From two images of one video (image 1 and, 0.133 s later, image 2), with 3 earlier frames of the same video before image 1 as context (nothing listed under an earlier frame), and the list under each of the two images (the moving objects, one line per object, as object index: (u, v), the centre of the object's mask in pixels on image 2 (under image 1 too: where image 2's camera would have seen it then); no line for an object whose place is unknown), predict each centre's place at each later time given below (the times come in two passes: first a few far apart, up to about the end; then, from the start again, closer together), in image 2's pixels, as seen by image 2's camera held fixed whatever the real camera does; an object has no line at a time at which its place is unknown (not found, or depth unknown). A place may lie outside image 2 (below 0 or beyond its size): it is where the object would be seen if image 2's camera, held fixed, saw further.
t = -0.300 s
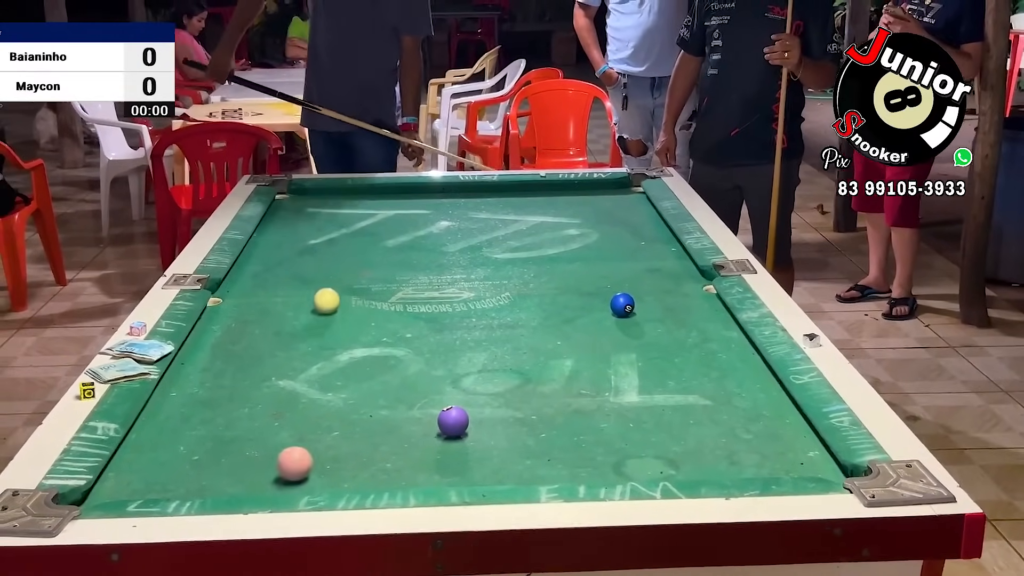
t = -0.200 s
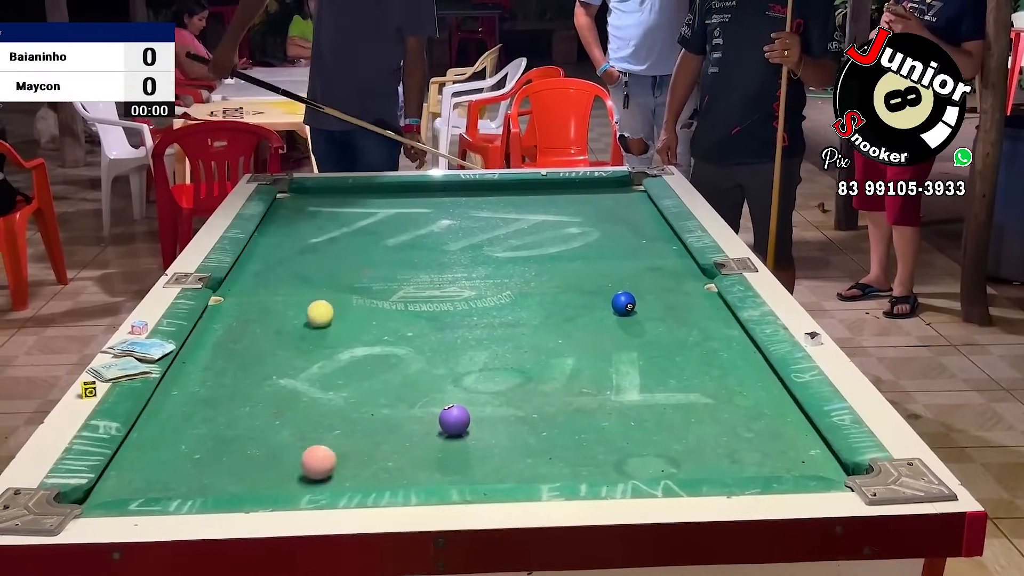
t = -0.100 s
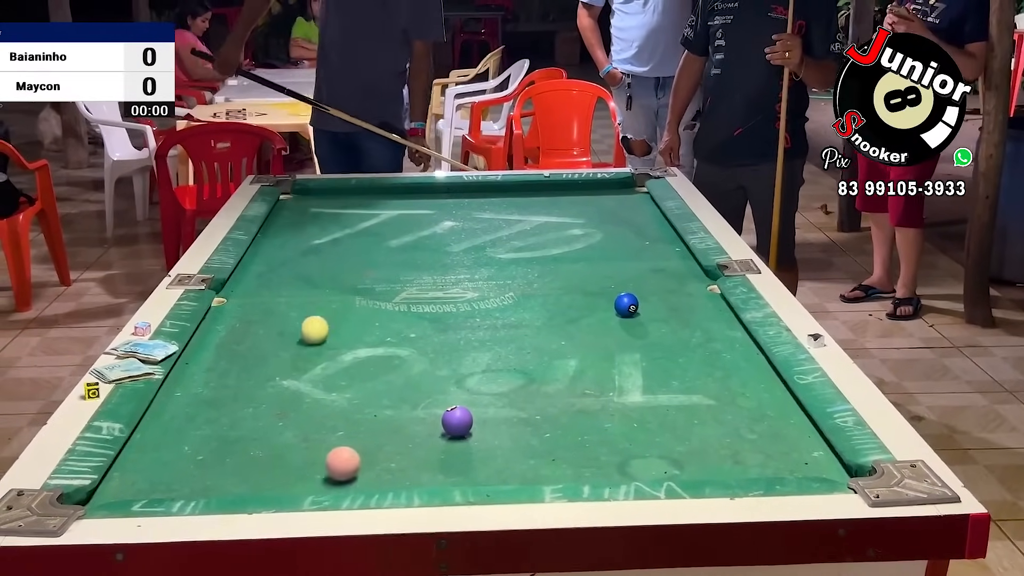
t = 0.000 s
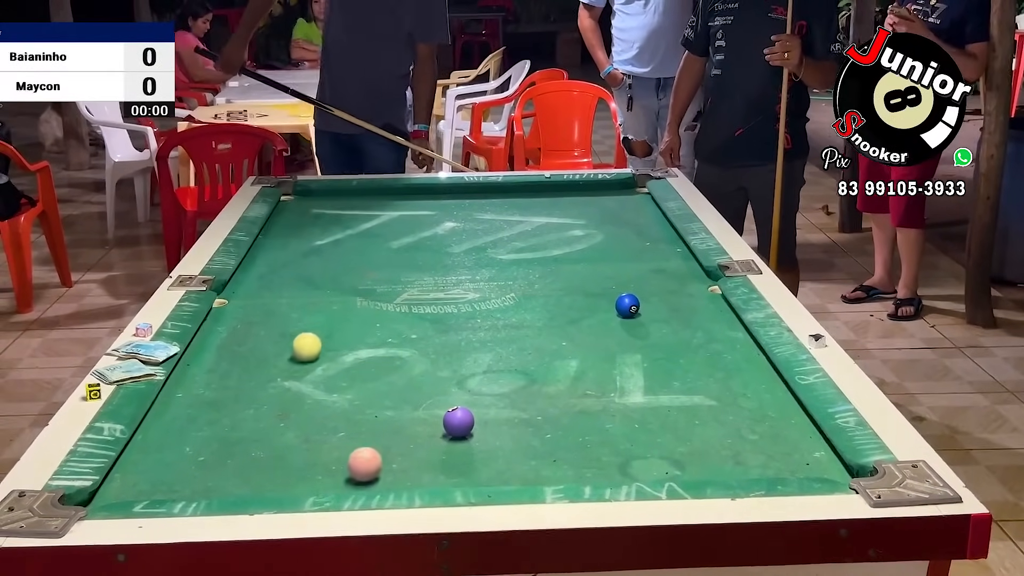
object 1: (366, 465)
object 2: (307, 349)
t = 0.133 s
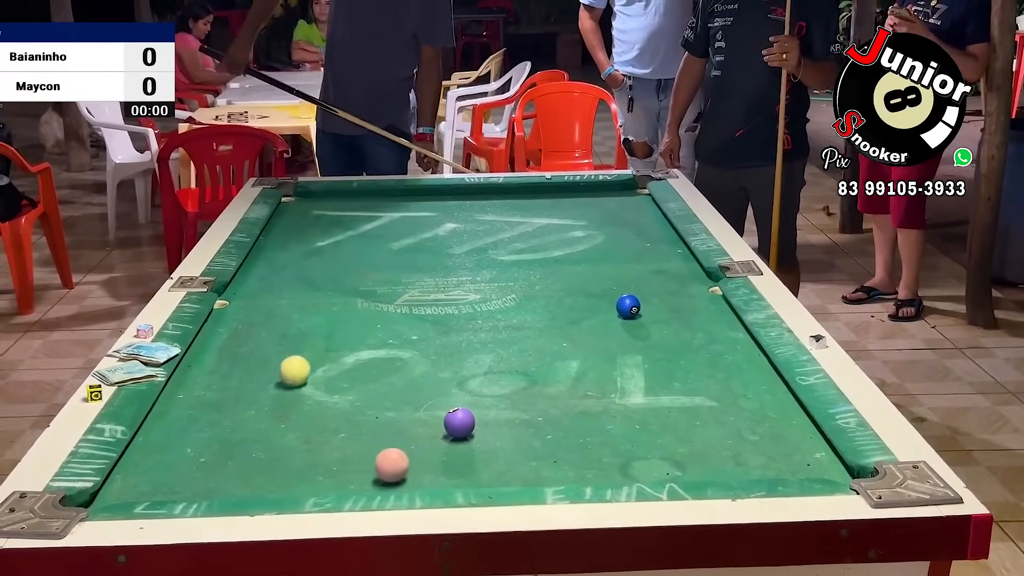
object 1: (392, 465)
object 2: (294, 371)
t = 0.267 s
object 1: (416, 466)
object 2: (280, 397)
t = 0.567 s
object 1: (465, 466)
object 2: (244, 462)
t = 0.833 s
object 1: (503, 467)
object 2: (228, 476)
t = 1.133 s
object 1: (538, 468)
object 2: (236, 435)
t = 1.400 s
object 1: (563, 468)
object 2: (241, 406)
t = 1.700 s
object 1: (583, 468)
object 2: (247, 379)
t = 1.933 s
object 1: (594, 468)
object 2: (250, 362)
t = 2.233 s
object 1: (601, 468)
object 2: (254, 343)
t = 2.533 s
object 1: (601, 468)
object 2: (256, 328)
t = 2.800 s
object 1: (601, 468)
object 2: (258, 317)
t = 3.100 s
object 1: (601, 468)
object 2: (259, 307)
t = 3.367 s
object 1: (601, 468)
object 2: (259, 300)
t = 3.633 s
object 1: (600, 468)
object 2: (258, 295)
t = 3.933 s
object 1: (601, 468)
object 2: (258, 290)
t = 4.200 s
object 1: (600, 468)
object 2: (258, 288)
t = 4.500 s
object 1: (600, 468)
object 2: (259, 286)
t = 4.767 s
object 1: (600, 468)
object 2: (259, 286)
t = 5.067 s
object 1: (600, 468)
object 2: (259, 286)
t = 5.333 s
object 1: (600, 468)
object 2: (259, 286)
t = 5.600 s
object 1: (600, 468)
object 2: (259, 286)
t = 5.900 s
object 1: (600, 468)
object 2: (259, 286)
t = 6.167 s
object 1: (600, 468)
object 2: (259, 286)
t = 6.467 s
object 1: (600, 467)
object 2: (259, 287)
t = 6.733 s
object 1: (600, 467)
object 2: (259, 287)
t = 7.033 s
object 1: (601, 467)
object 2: (259, 287)
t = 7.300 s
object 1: (601, 467)
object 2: (259, 287)
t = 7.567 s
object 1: (601, 467)
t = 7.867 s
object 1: (601, 468)
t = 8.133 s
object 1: (601, 468)
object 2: (258, 286)
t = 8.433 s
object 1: (601, 468)
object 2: (258, 287)
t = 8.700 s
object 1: (601, 468)
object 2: (258, 286)
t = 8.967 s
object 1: (601, 467)
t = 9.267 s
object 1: (601, 468)
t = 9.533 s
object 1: (601, 467)
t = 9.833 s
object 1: (602, 468)
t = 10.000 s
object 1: (602, 468)
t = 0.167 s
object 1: (398, 466)
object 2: (291, 377)
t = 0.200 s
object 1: (404, 465)
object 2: (287, 384)
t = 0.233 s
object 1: (410, 465)
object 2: (284, 390)
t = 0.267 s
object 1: (416, 466)
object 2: (280, 397)
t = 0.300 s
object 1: (422, 465)
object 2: (277, 403)
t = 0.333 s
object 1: (428, 466)
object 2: (273, 410)
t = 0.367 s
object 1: (433, 466)
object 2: (269, 417)
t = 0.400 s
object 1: (439, 466)
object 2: (265, 424)
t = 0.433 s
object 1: (444, 466)
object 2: (261, 431)
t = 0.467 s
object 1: (450, 466)
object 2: (256, 439)
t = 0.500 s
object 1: (455, 466)
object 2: (252, 447)
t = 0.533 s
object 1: (460, 466)
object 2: (248, 454)
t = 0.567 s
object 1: (465, 466)
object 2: (244, 462)
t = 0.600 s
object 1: (470, 466)
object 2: (239, 471)
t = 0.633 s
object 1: (475, 466)
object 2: (234, 478)
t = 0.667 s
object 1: (480, 466)
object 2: (230, 483)
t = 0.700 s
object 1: (485, 467)
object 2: (225, 488)
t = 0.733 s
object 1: (490, 467)
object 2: (225, 487)
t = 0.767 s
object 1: (494, 466)
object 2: (226, 483)
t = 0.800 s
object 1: (499, 467)
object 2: (227, 481)
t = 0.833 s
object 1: (503, 467)
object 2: (228, 476)
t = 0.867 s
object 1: (507, 467)
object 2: (229, 471)
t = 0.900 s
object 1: (512, 467)
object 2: (230, 466)
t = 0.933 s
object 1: (515, 467)
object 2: (231, 461)
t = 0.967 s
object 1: (520, 467)
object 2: (231, 457)
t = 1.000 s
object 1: (523, 467)
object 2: (232, 452)
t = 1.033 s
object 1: (527, 468)
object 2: (233, 448)
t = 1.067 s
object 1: (531, 467)
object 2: (234, 444)
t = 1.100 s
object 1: (535, 468)
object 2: (235, 440)
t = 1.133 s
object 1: (538, 468)
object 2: (236, 435)
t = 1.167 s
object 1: (541, 468)
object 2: (236, 431)
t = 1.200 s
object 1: (545, 468)
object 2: (237, 427)
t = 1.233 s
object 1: (548, 468)
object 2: (238, 424)
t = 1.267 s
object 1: (551, 468)
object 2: (238, 420)
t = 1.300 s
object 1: (554, 468)
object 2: (239, 416)
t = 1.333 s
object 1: (557, 468)
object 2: (240, 412)
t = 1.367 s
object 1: (560, 468)
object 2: (241, 409)
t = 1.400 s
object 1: (563, 468)
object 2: (241, 406)
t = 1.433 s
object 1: (565, 468)
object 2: (242, 402)
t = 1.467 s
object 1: (568, 468)
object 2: (242, 400)
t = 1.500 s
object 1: (570, 468)
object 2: (243, 396)
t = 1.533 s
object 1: (572, 468)
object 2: (243, 393)
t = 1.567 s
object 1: (575, 468)
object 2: (244, 390)
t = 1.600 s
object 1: (577, 468)
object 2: (245, 387)
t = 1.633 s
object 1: (579, 468)
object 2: (245, 385)
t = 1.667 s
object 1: (581, 468)
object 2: (246, 382)
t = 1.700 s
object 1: (583, 468)
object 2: (247, 379)
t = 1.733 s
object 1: (585, 468)
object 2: (247, 376)
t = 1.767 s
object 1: (587, 468)
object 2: (248, 374)
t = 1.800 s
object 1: (588, 468)
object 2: (248, 371)
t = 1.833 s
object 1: (590, 468)
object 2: (249, 369)
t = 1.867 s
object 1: (592, 468)
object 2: (249, 366)
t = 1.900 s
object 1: (593, 468)
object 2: (250, 364)
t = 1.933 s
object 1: (594, 468)
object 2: (250, 362)
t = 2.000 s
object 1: (597, 468)
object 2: (251, 357)
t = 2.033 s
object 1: (597, 468)
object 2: (252, 355)
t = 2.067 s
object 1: (598, 468)
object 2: (252, 353)
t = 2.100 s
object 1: (599, 468)
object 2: (252, 351)
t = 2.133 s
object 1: (600, 468)
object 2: (253, 349)
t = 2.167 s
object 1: (600, 468)
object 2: (253, 347)
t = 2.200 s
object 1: (601, 468)
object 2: (253, 345)
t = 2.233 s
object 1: (601, 468)
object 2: (254, 343)
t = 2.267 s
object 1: (602, 468)
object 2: (254, 341)
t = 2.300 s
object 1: (602, 468)
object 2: (254, 340)
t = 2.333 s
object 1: (602, 468)
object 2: (255, 338)
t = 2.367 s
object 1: (602, 468)
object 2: (255, 336)
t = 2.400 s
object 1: (602, 468)
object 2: (255, 334)
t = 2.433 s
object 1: (602, 468)
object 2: (255, 333)
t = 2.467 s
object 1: (601, 468)
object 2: (256, 331)
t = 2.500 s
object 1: (601, 468)
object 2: (256, 330)
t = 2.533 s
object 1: (601, 468)
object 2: (256, 328)
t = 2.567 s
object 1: (601, 468)
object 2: (256, 327)
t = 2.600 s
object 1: (601, 468)
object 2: (257, 325)
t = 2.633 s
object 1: (601, 468)
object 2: (257, 324)
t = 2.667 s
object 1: (601, 468)
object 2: (257, 322)
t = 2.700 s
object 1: (601, 468)
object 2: (257, 321)
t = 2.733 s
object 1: (601, 468)
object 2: (258, 319)
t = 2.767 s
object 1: (601, 468)
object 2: (258, 318)
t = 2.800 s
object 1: (601, 468)
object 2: (258, 317)
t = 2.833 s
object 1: (601, 468)
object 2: (258, 316)
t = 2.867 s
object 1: (600, 468)
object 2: (258, 315)
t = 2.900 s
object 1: (601, 468)
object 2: (258, 313)
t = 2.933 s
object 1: (601, 468)
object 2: (259, 312)
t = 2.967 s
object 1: (601, 468)
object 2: (259, 311)
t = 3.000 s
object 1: (601, 468)
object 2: (259, 310)
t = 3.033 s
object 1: (601, 468)
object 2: (259, 309)
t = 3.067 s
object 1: (601, 468)
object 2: (259, 308)
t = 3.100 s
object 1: (601, 468)
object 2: (259, 307)
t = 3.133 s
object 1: (601, 468)
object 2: (259, 306)
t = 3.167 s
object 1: (601, 468)
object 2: (259, 305)
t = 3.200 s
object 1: (601, 468)
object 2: (259, 304)
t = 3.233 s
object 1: (601, 468)
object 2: (259, 303)
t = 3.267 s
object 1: (600, 468)
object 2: (259, 303)
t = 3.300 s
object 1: (601, 468)
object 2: (259, 302)
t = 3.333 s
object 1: (600, 468)
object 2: (259, 301)
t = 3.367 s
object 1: (601, 468)
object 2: (259, 300)
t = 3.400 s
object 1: (601, 468)
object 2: (259, 299)
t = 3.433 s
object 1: (601, 468)
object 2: (259, 299)
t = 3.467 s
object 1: (601, 468)
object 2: (259, 298)
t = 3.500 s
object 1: (601, 468)
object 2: (259, 297)
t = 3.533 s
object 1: (600, 468)
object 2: (259, 296)
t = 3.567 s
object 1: (601, 468)
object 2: (258, 296)
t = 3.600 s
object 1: (601, 468)
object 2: (258, 295)
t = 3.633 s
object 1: (600, 468)
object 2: (258, 295)
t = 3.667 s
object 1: (600, 468)
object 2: (258, 294)
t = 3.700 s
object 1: (601, 468)
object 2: (258, 294)
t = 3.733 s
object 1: (601, 468)
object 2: (258, 293)
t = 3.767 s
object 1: (601, 468)
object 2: (258, 293)
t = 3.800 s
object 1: (601, 468)
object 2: (258, 292)
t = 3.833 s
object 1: (601, 468)
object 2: (258, 292)
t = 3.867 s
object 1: (601, 468)
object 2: (258, 291)
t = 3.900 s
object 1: (601, 468)
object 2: (258, 291)
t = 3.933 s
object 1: (601, 468)
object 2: (258, 290)
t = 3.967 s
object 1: (600, 468)
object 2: (258, 290)
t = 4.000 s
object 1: (601, 468)
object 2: (258, 290)
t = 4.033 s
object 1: (600, 468)
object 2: (258, 289)
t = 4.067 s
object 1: (600, 468)
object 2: (258, 289)
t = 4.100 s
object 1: (600, 468)
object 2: (258, 289)
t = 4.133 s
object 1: (600, 468)
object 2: (258, 288)
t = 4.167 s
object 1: (600, 468)
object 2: (258, 288)
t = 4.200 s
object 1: (600, 468)
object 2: (258, 288)
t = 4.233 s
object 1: (600, 468)
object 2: (258, 288)
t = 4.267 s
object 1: (600, 468)
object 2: (258, 287)
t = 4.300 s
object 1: (600, 468)
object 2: (258, 287)
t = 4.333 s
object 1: (600, 468)
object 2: (258, 287)
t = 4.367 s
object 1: (601, 468)
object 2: (258, 287)
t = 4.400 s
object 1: (600, 468)
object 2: (258, 287)
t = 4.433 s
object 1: (600, 468)
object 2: (258, 287)
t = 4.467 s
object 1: (600, 468)
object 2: (259, 287)
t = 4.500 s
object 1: (600, 468)
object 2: (259, 286)
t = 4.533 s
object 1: (600, 468)
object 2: (259, 286)
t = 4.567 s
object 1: (600, 468)
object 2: (259, 286)
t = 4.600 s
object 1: (600, 468)
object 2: (259, 286)
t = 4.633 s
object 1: (600, 468)
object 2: (259, 286)
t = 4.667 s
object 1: (600, 468)
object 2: (259, 286)
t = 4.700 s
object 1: (600, 468)
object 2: (259, 286)
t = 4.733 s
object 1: (600, 468)
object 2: (259, 286)
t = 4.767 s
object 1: (600, 468)
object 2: (259, 286)
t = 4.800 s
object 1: (600, 468)
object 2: (259, 286)
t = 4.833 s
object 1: (600, 468)
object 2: (259, 286)
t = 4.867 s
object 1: (600, 468)
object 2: (259, 286)
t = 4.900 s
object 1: (600, 468)
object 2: (259, 286)
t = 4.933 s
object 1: (600, 468)
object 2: (259, 286)
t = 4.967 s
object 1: (600, 468)
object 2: (259, 286)
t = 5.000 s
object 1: (600, 468)
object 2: (259, 286)
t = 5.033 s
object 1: (600, 468)
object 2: (259, 286)
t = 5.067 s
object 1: (600, 468)
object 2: (259, 286)
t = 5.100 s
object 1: (601, 468)
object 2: (259, 286)
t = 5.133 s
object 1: (600, 468)
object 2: (259, 286)
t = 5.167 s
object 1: (600, 468)
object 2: (259, 286)
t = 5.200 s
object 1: (600, 468)
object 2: (258, 286)
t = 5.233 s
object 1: (600, 468)
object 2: (259, 286)
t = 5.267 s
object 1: (600, 468)
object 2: (259, 286)
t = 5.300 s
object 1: (600, 468)
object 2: (259, 286)
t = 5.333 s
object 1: (600, 468)
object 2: (259, 286)
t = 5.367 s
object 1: (601, 468)
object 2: (259, 286)
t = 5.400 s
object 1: (601, 468)
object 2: (259, 286)
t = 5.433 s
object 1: (600, 468)
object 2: (259, 286)
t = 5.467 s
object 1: (601, 468)
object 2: (259, 286)
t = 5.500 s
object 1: (600, 468)
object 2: (259, 286)
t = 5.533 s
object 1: (601, 468)
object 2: (259, 286)
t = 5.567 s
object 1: (600, 468)
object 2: (259, 286)
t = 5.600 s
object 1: (600, 468)
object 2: (259, 286)
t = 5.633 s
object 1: (600, 468)
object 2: (259, 286)
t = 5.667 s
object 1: (600, 468)
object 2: (259, 286)
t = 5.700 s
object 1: (601, 468)
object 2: (259, 286)
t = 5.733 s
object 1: (601, 468)
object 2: (259, 286)
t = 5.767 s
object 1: (600, 468)
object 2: (259, 286)
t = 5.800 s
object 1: (600, 468)
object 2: (259, 286)
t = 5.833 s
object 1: (600, 468)
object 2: (259, 286)
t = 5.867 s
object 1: (600, 468)
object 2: (259, 286)
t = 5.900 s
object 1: (600, 468)
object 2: (259, 286)
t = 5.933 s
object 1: (600, 468)
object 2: (259, 286)
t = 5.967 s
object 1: (600, 468)
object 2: (259, 286)
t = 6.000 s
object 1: (600, 468)
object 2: (259, 286)
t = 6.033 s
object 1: (600, 468)
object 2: (259, 286)
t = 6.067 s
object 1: (600, 468)
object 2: (259, 286)
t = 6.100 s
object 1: (600, 468)
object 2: (259, 286)
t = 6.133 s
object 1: (600, 468)
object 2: (259, 286)
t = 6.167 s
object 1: (600, 468)
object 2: (259, 286)
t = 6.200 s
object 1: (600, 468)
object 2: (259, 286)
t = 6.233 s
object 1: (600, 468)
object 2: (259, 286)
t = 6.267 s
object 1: (600, 468)
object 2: (259, 287)
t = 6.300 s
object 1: (600, 468)
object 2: (259, 287)
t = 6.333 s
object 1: (600, 468)
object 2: (259, 287)
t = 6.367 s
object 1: (601, 468)
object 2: (259, 287)
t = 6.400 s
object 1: (600, 468)
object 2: (259, 287)
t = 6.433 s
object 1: (600, 468)
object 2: (259, 287)
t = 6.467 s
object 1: (600, 467)
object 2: (259, 287)
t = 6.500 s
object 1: (600, 467)
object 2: (259, 287)
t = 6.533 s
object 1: (600, 467)
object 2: (259, 287)
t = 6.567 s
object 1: (600, 467)
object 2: (259, 287)
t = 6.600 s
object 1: (600, 467)
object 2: (258, 287)
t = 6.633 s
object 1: (600, 467)
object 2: (259, 287)
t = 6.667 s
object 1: (600, 467)
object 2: (259, 287)
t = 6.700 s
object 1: (600, 468)
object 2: (258, 287)
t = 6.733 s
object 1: (600, 467)
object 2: (259, 287)
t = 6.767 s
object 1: (600, 468)
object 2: (259, 287)
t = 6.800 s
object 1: (600, 467)
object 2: (259, 287)
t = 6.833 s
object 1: (600, 467)
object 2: (259, 287)
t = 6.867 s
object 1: (601, 467)
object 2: (259, 287)
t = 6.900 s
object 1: (600, 468)
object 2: (259, 287)
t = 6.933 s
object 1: (601, 468)
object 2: (259, 287)
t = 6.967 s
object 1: (601, 468)
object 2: (259, 287)
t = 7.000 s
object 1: (601, 468)
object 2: (259, 287)
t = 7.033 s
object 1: (601, 467)
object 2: (259, 287)
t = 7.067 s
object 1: (601, 468)
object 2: (259, 287)
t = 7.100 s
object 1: (601, 468)
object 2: (259, 287)
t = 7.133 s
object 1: (601, 467)
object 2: (259, 287)
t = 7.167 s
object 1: (601, 467)
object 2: (259, 287)
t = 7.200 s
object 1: (601, 468)
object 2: (259, 287)
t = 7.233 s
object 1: (601, 467)
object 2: (259, 287)
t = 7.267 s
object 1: (601, 467)
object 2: (259, 287)
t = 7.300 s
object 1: (601, 467)
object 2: (259, 287)
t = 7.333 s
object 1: (601, 467)
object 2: (259, 287)
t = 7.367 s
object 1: (601, 467)
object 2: (259, 287)
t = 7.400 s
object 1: (601, 467)
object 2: (259, 287)
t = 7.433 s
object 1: (601, 467)
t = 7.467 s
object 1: (601, 467)
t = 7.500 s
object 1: (601, 467)
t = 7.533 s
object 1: (601, 467)
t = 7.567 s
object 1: (601, 467)
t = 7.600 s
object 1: (601, 467)
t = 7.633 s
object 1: (601, 468)
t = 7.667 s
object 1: (601, 468)
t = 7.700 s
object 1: (601, 468)
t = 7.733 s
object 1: (601, 467)
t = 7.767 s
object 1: (601, 467)
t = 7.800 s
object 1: (601, 467)
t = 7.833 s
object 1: (601, 467)
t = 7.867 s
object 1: (601, 468)
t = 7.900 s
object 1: (601, 468)
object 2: (259, 287)
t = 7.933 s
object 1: (601, 468)
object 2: (258, 287)
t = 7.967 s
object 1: (601, 467)
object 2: (258, 287)
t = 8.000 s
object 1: (601, 468)
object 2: (258, 287)
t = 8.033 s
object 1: (601, 468)
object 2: (258, 287)
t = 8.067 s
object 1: (601, 468)
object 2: (258, 287)
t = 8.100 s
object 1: (601, 468)
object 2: (258, 287)
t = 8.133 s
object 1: (601, 468)
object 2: (258, 286)
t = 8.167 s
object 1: (601, 468)
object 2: (258, 287)
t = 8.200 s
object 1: (601, 468)
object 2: (258, 286)
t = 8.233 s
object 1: (601, 468)
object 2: (258, 287)
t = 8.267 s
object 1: (601, 468)
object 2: (258, 287)
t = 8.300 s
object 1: (601, 468)
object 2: (258, 286)
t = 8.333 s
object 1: (601, 468)
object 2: (258, 286)
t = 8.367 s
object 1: (601, 468)
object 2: (258, 286)
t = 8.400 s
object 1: (601, 468)
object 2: (258, 286)
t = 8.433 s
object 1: (601, 468)
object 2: (258, 287)
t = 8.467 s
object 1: (601, 468)
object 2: (258, 286)
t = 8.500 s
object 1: (601, 468)
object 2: (258, 286)
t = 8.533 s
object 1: (601, 468)
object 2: (258, 286)
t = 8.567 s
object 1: (601, 468)
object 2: (258, 286)
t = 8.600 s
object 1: (601, 468)
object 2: (258, 286)
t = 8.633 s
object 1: (601, 468)
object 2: (258, 286)
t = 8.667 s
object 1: (601, 468)
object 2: (258, 286)
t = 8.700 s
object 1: (601, 468)
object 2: (258, 286)
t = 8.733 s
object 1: (601, 468)
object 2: (258, 286)
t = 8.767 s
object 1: (601, 468)
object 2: (258, 286)
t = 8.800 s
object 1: (601, 468)
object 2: (258, 286)
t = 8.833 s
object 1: (601, 468)
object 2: (258, 286)
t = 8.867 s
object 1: (601, 468)
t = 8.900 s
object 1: (602, 468)
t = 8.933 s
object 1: (602, 468)
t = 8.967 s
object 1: (601, 467)
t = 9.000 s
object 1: (601, 468)
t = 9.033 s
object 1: (601, 467)
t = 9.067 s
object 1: (601, 468)
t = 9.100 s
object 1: (601, 467)
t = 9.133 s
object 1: (601, 468)
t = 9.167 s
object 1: (601, 467)
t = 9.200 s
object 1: (601, 468)
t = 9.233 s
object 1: (601, 468)
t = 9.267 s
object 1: (601, 468)
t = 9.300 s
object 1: (601, 468)
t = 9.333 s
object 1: (601, 468)
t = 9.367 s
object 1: (601, 467)
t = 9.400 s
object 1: (601, 467)
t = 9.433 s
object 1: (601, 467)
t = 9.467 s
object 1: (601, 468)
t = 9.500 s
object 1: (601, 468)
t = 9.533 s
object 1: (601, 467)
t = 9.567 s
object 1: (601, 468)
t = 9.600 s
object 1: (602, 468)
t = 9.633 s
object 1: (602, 467)
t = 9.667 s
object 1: (602, 467)
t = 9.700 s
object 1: (602, 468)
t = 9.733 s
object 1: (602, 468)
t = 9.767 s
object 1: (602, 467)
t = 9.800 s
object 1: (602, 468)
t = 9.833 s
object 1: (602, 468)
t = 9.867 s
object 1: (602, 467)
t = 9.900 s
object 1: (602, 468)
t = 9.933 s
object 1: (602, 468)
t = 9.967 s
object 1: (602, 468)
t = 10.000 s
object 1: (602, 468)
